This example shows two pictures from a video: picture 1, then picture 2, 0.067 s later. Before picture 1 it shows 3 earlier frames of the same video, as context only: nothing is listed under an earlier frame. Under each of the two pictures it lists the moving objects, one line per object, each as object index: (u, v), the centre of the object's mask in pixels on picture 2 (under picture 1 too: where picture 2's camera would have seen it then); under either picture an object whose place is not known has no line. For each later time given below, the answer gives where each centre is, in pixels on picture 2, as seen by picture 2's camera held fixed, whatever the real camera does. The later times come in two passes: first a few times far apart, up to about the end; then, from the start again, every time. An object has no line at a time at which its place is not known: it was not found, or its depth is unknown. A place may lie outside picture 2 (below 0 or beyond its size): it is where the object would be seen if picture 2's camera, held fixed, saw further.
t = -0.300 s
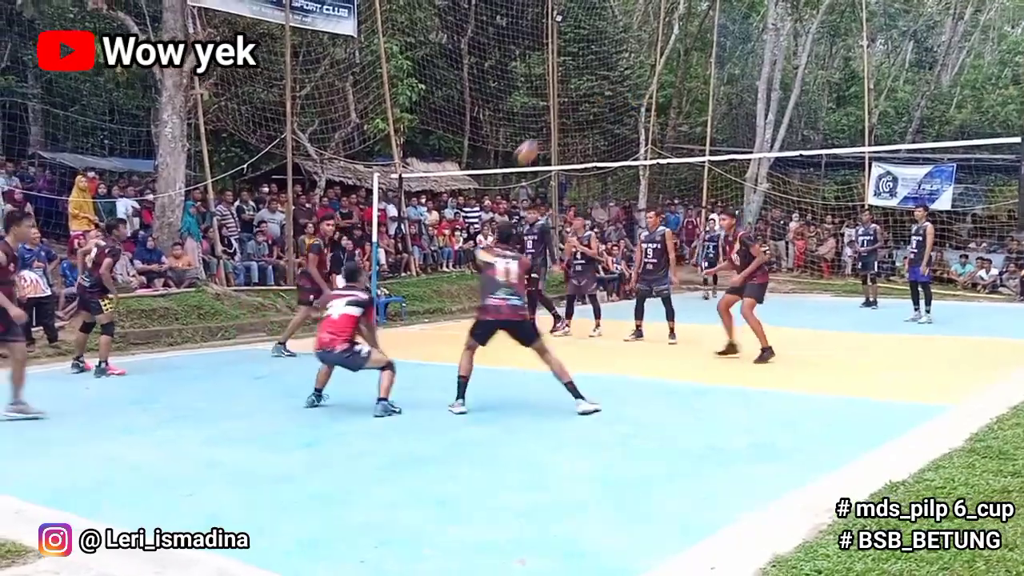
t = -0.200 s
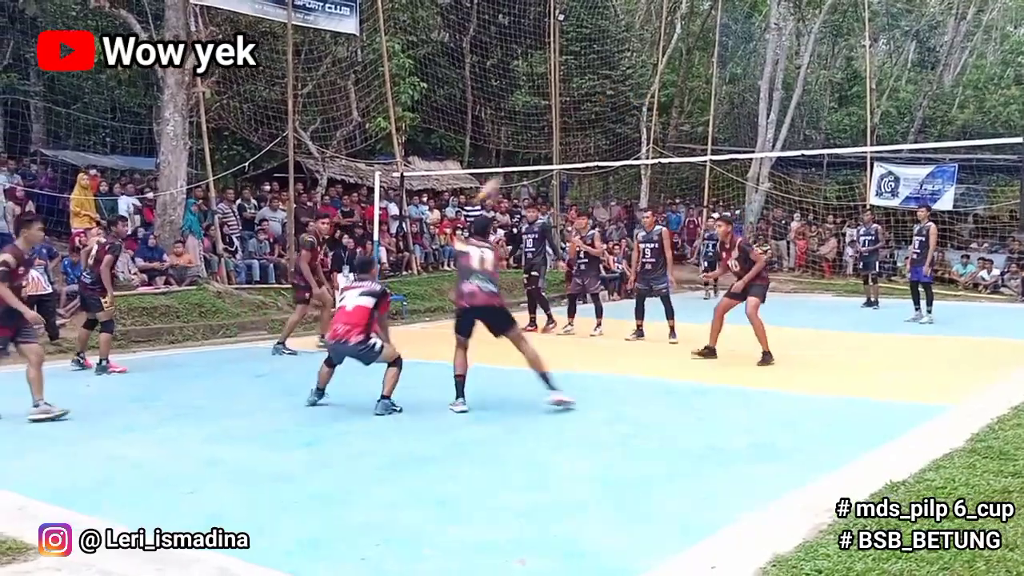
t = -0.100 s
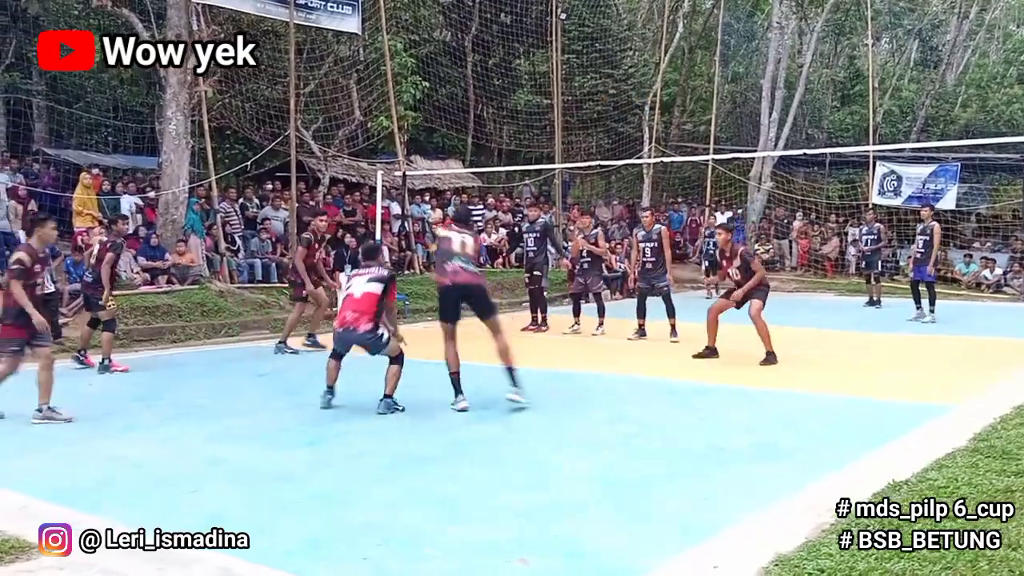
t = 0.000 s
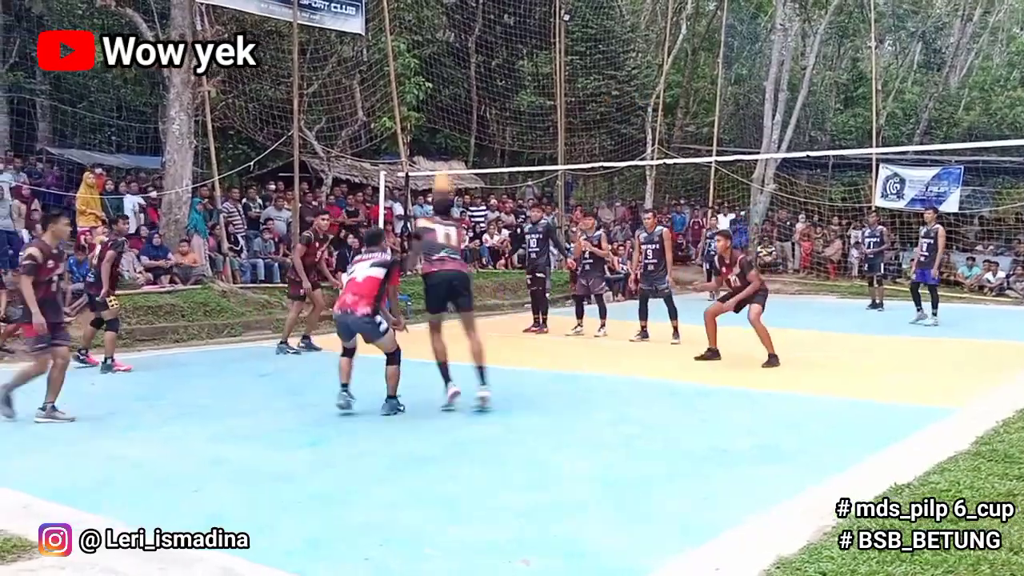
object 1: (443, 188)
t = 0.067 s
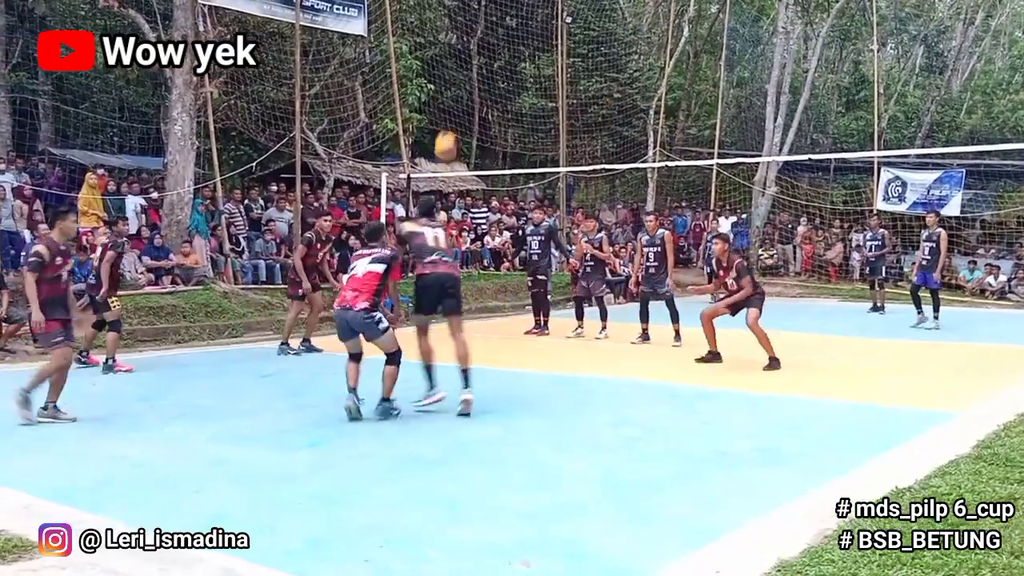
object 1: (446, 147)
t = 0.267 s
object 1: (447, 64)
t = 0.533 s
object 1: (449, 31)
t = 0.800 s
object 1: (451, 59)
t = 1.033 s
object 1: (452, 125)
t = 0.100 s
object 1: (446, 128)
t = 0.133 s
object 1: (446, 113)
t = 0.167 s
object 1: (446, 100)
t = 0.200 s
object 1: (446, 88)
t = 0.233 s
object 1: (447, 75)
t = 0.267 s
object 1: (447, 64)
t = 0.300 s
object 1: (448, 58)
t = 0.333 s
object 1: (448, 50)
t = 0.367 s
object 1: (448, 45)
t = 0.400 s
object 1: (449, 39)
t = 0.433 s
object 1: (449, 35)
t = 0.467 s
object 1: (449, 34)
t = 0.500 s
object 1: (449, 33)
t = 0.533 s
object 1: (449, 31)
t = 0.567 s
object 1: (449, 33)
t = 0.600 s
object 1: (449, 33)
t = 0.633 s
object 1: (449, 34)
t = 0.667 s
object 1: (449, 37)
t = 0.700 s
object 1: (449, 41)
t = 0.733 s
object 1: (450, 47)
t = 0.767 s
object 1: (450, 52)
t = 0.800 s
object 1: (451, 59)
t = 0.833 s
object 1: (451, 67)
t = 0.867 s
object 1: (451, 74)
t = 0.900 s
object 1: (451, 84)
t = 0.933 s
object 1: (451, 93)
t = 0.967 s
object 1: (452, 103)
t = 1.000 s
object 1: (452, 114)
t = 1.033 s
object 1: (452, 125)
